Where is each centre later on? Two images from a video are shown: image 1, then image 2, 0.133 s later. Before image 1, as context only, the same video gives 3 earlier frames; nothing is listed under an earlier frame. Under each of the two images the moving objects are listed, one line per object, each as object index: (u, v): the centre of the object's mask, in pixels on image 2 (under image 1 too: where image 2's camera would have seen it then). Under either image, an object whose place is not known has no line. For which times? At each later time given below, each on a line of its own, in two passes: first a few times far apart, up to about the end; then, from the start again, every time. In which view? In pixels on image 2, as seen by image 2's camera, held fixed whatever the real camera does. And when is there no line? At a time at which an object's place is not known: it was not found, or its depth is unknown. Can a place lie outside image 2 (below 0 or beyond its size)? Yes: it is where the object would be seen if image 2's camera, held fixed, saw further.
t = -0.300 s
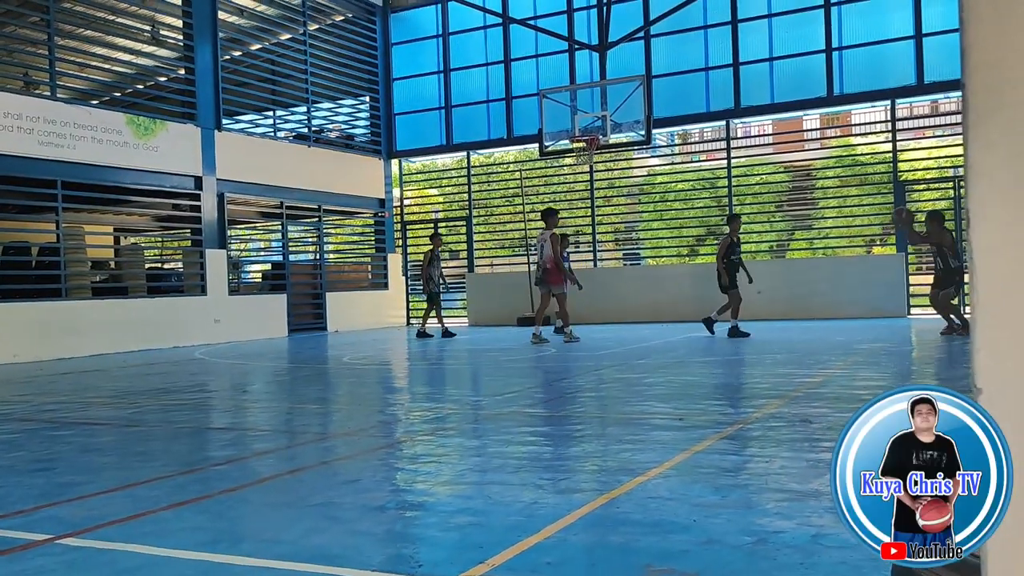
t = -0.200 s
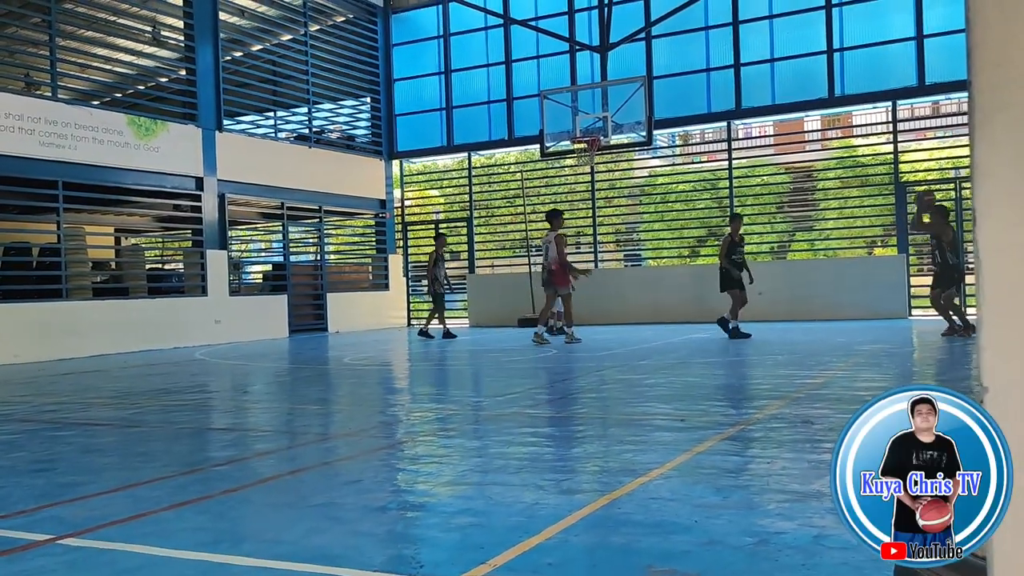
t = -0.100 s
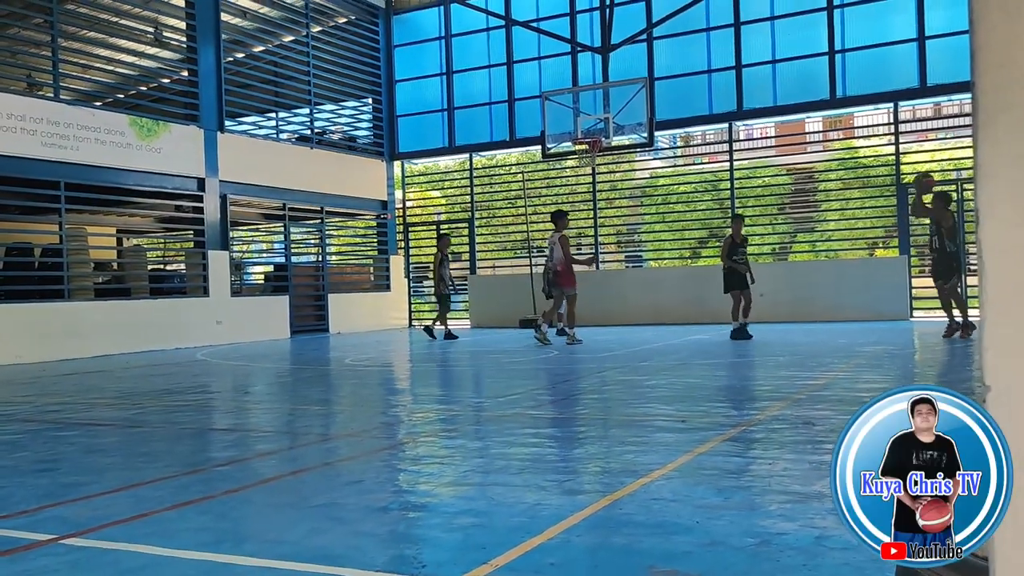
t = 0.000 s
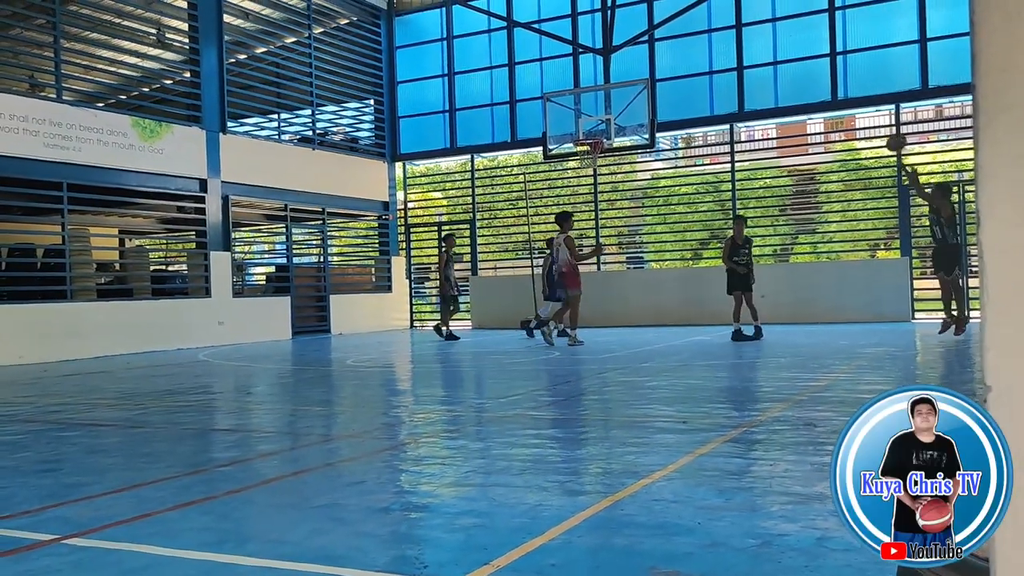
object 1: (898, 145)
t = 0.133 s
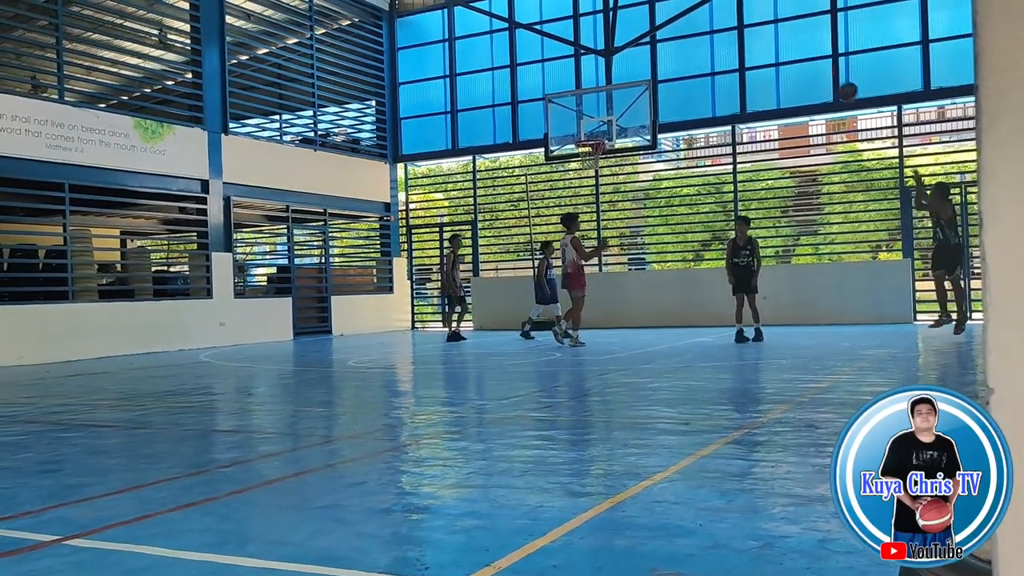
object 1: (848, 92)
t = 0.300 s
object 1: (790, 49)
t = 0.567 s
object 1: (710, 27)
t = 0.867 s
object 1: (634, 61)
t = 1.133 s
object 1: (576, 135)
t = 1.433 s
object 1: (567, 111)
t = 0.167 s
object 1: (835, 81)
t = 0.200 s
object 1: (823, 72)
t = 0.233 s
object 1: (812, 63)
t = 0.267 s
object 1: (801, 56)
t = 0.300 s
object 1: (790, 49)
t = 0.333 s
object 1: (779, 43)
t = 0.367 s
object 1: (769, 39)
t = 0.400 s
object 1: (758, 34)
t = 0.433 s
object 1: (749, 31)
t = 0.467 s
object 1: (739, 30)
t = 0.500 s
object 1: (729, 28)
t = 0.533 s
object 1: (720, 27)
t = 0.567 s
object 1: (710, 27)
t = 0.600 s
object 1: (701, 28)
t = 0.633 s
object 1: (692, 29)
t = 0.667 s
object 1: (683, 32)
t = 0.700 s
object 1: (675, 35)
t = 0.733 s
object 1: (666, 39)
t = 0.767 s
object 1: (658, 43)
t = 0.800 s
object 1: (649, 49)
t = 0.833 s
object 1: (641, 54)
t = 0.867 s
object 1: (634, 61)
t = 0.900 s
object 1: (626, 68)
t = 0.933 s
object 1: (619, 76)
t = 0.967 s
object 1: (611, 83)
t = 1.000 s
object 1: (604, 93)
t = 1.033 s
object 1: (597, 102)
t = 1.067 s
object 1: (590, 113)
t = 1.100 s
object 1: (583, 123)
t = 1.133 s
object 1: (576, 135)
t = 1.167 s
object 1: (574, 134)
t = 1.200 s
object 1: (573, 128)
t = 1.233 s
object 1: (571, 123)
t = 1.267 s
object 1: (571, 119)
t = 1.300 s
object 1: (570, 116)
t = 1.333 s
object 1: (569, 114)
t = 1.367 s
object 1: (569, 113)
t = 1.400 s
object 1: (568, 112)
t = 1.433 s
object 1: (567, 111)
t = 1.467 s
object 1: (567, 112)
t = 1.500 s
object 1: (566, 113)
